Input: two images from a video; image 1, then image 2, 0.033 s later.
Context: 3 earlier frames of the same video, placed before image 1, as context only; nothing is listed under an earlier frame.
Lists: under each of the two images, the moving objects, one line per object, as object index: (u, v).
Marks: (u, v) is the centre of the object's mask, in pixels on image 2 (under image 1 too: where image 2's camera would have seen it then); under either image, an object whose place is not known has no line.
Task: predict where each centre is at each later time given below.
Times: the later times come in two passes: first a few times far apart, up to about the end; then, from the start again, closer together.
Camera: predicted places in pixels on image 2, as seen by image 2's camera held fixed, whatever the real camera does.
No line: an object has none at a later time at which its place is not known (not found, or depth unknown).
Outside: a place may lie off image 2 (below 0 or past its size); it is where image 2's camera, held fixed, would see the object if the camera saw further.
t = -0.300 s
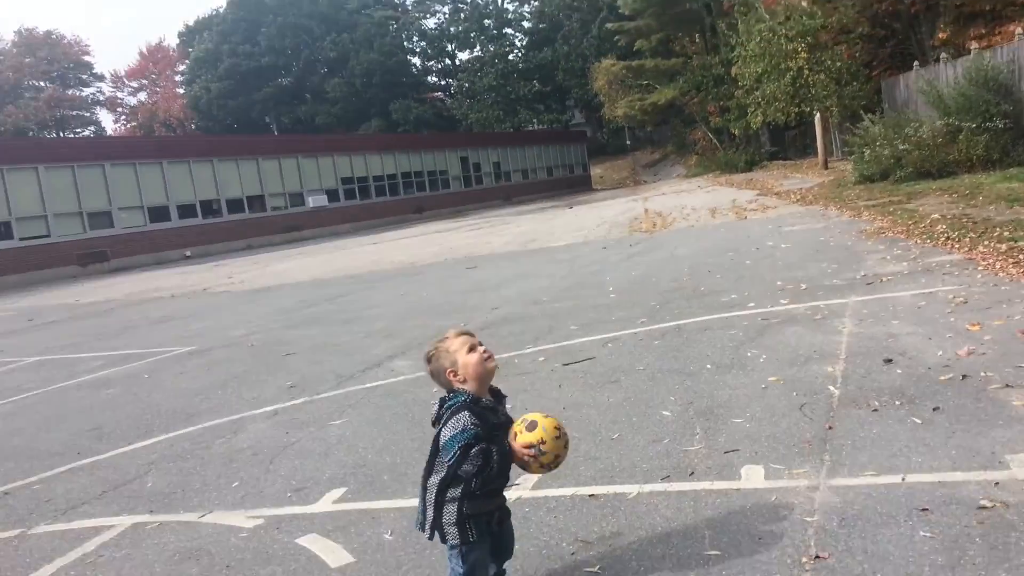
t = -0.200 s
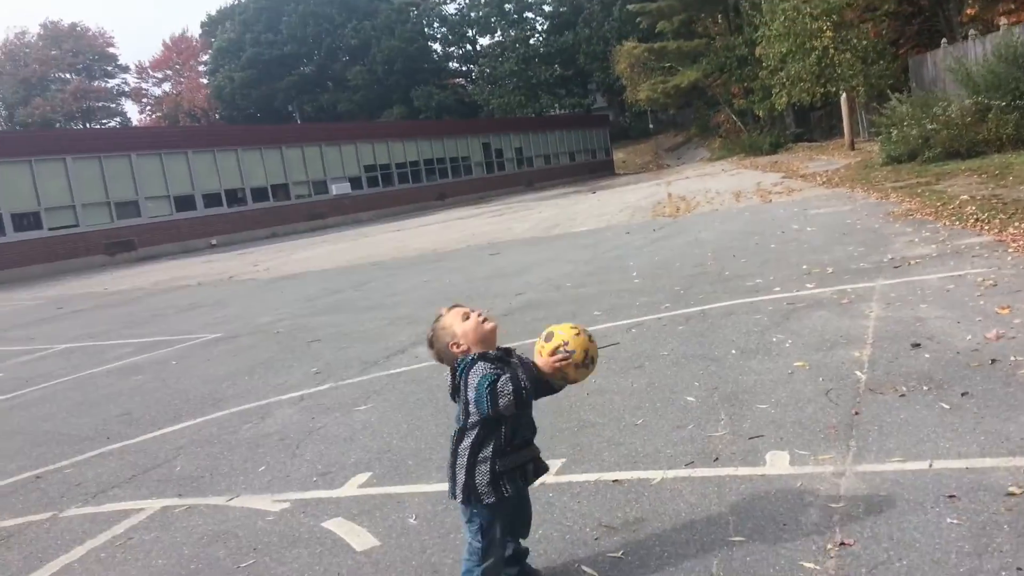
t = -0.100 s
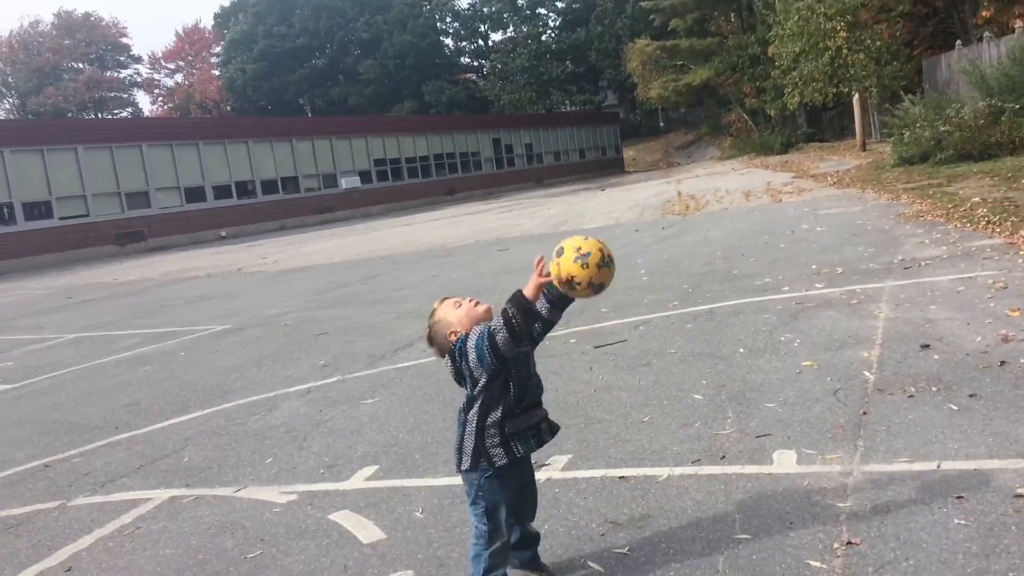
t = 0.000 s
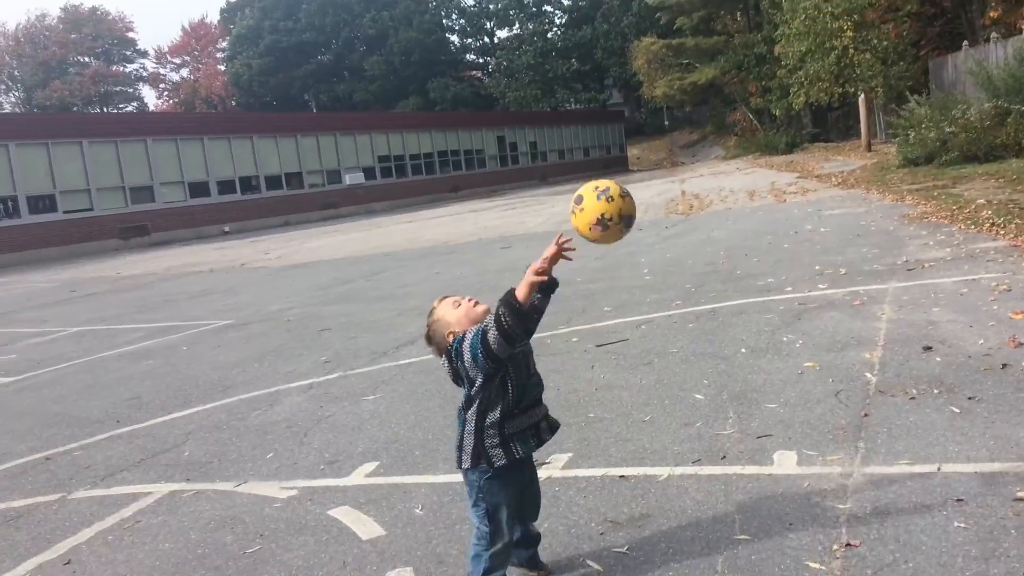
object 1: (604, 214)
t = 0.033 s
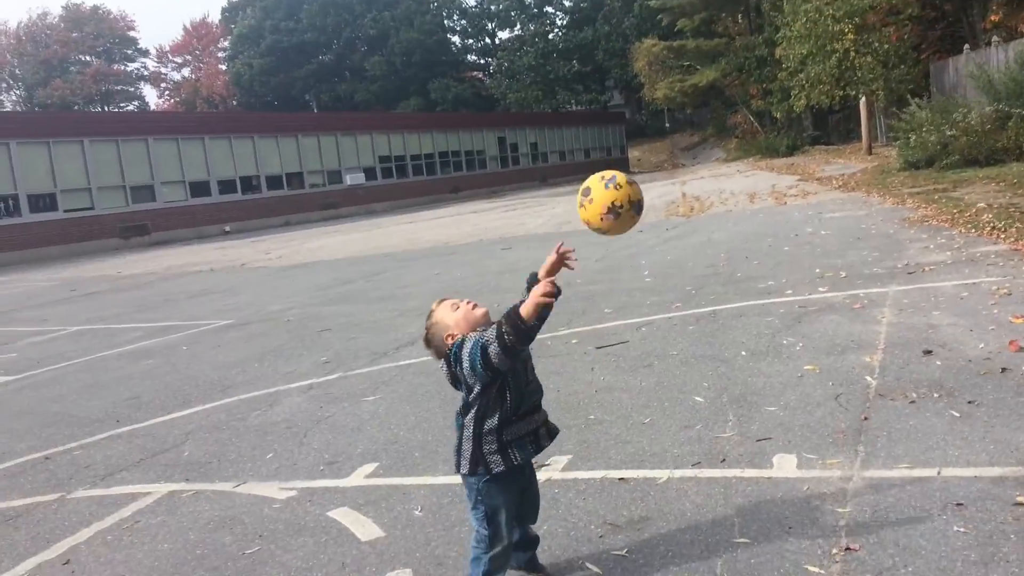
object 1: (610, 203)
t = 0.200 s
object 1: (651, 210)
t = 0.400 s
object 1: (712, 356)
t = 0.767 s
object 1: (758, 442)
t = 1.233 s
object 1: (781, 546)
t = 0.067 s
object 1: (618, 196)
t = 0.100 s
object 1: (627, 193)
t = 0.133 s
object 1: (634, 195)
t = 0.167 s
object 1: (642, 200)
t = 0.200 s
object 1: (651, 210)
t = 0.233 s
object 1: (659, 225)
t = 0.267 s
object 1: (668, 243)
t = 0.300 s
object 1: (678, 264)
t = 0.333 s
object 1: (689, 291)
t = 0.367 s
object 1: (700, 322)
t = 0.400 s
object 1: (712, 356)
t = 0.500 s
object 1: (745, 485)
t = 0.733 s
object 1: (758, 458)
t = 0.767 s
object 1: (758, 442)
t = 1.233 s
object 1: (781, 546)
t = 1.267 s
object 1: (779, 528)
